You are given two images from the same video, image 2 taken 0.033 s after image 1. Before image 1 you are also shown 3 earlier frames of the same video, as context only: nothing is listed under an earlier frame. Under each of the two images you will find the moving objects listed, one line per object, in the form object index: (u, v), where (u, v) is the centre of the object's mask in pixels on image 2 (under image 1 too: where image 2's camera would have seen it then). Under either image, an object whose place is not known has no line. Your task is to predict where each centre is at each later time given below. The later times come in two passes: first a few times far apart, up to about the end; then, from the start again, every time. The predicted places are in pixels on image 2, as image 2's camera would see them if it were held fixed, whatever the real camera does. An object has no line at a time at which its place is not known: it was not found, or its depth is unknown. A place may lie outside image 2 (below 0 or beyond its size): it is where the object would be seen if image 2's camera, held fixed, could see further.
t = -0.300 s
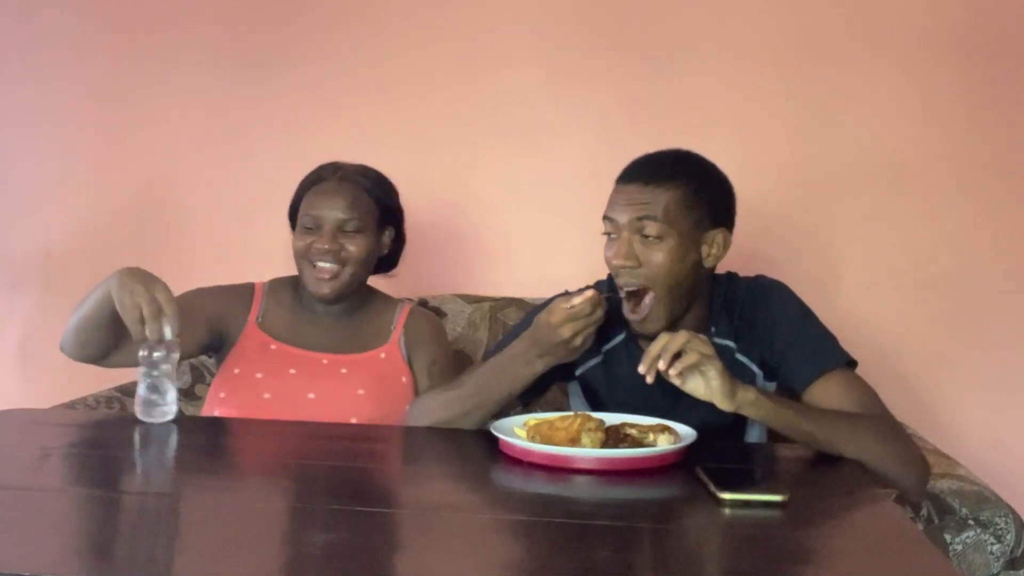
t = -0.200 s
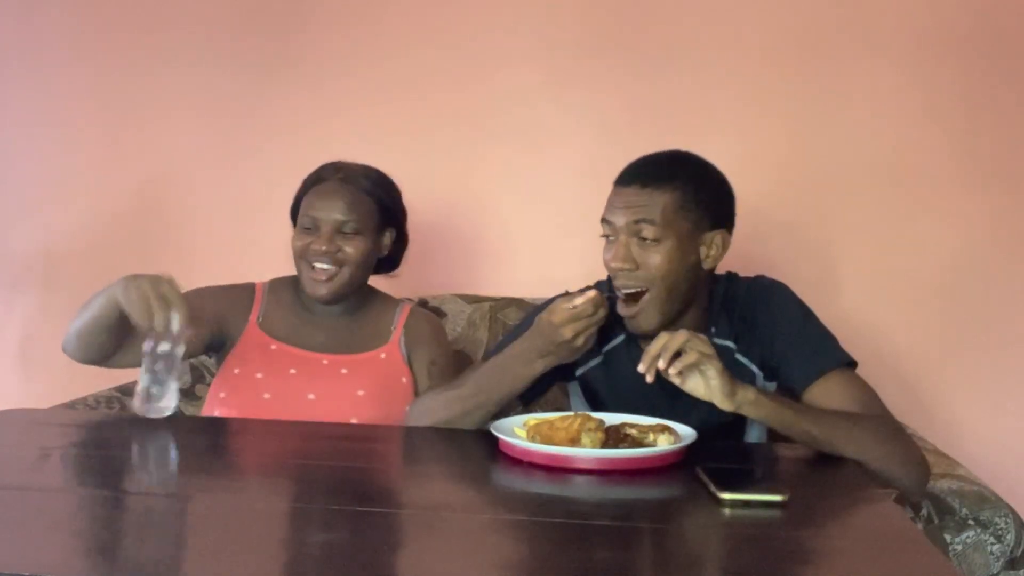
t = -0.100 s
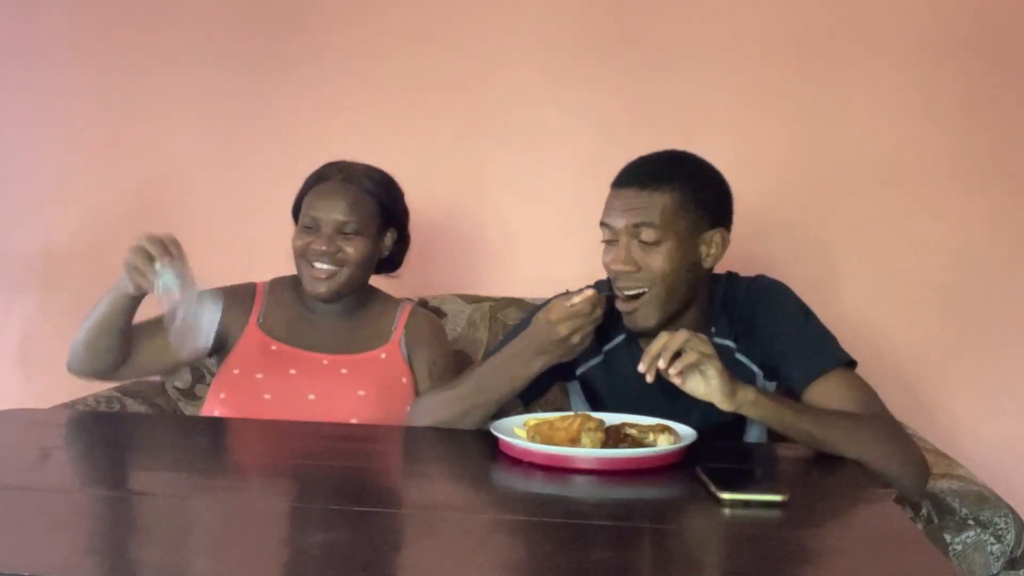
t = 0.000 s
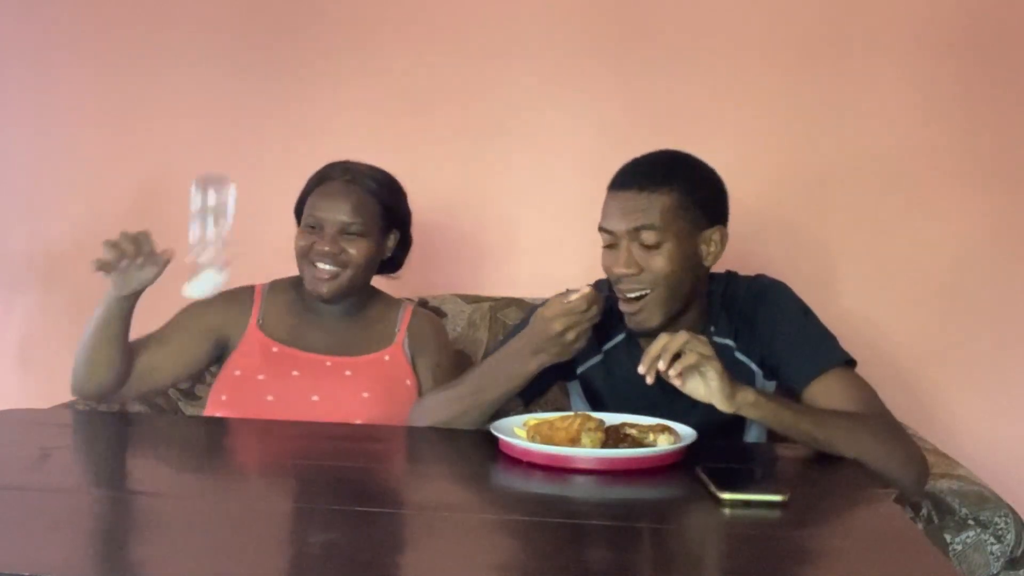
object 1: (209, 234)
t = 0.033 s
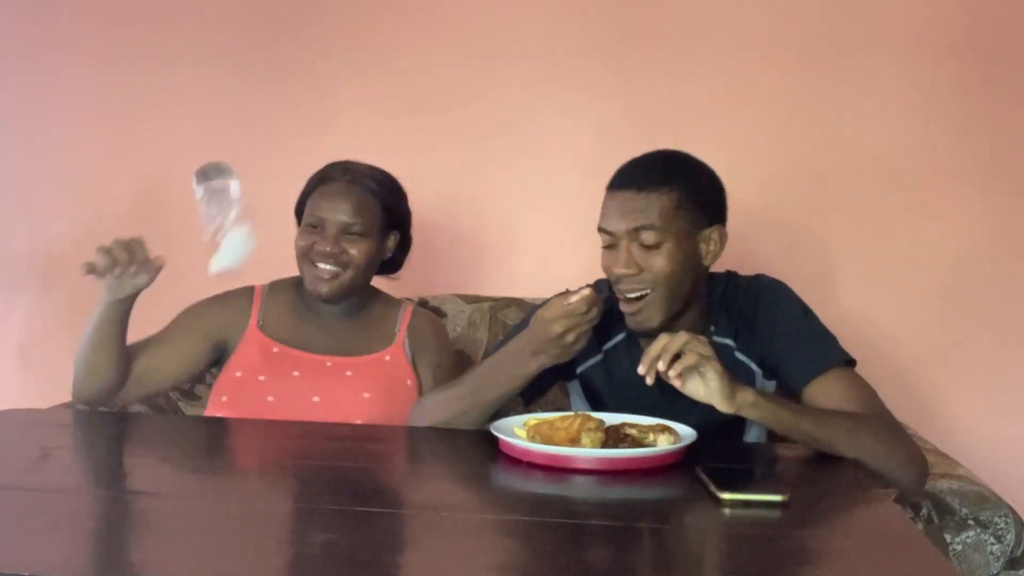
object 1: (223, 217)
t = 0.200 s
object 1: (254, 221)
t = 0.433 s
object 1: (312, 427)
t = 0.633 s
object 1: (337, 433)
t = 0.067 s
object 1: (238, 199)
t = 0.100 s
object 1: (245, 180)
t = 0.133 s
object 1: (249, 183)
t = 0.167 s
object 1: (250, 198)
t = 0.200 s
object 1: (254, 221)
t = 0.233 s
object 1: (259, 262)
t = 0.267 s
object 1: (263, 304)
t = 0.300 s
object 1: (266, 362)
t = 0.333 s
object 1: (284, 420)
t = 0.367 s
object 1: (292, 424)
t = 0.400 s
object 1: (303, 425)
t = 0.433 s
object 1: (312, 427)
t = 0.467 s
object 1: (322, 432)
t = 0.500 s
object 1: (327, 432)
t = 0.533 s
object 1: (331, 433)
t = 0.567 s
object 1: (333, 433)
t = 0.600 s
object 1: (335, 433)
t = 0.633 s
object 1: (337, 433)
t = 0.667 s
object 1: (338, 433)
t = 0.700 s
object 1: (339, 432)
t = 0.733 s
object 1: (340, 432)
